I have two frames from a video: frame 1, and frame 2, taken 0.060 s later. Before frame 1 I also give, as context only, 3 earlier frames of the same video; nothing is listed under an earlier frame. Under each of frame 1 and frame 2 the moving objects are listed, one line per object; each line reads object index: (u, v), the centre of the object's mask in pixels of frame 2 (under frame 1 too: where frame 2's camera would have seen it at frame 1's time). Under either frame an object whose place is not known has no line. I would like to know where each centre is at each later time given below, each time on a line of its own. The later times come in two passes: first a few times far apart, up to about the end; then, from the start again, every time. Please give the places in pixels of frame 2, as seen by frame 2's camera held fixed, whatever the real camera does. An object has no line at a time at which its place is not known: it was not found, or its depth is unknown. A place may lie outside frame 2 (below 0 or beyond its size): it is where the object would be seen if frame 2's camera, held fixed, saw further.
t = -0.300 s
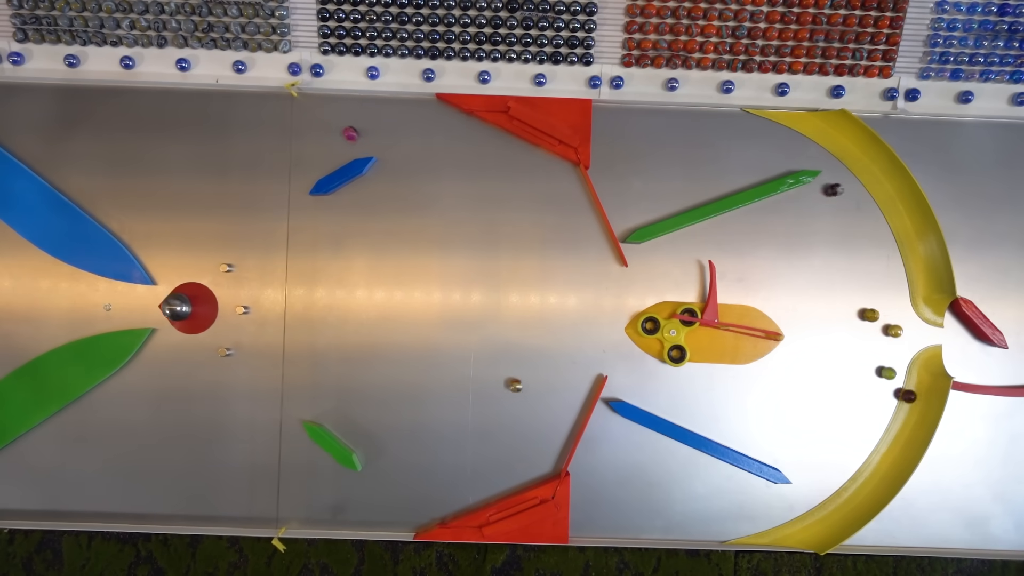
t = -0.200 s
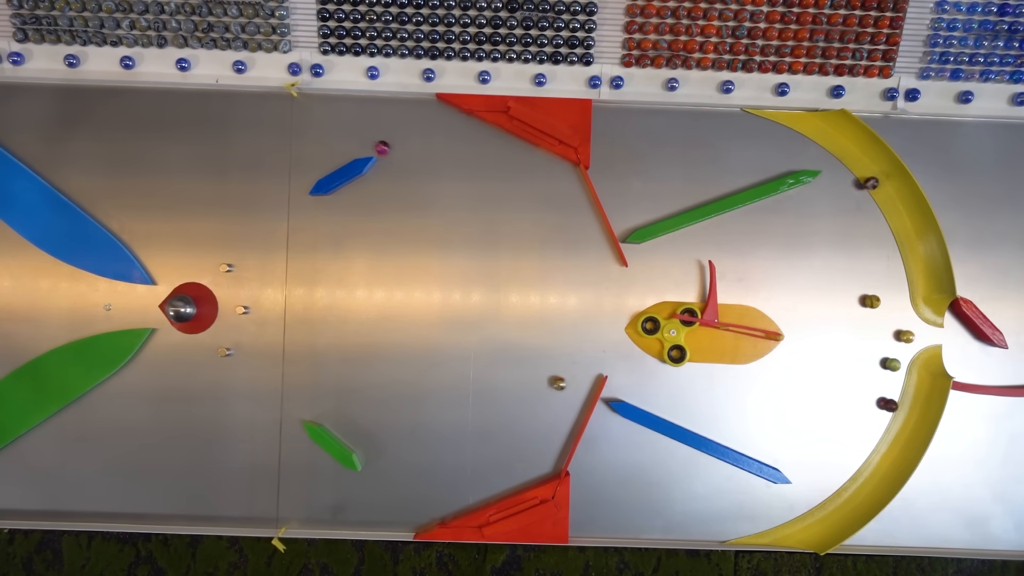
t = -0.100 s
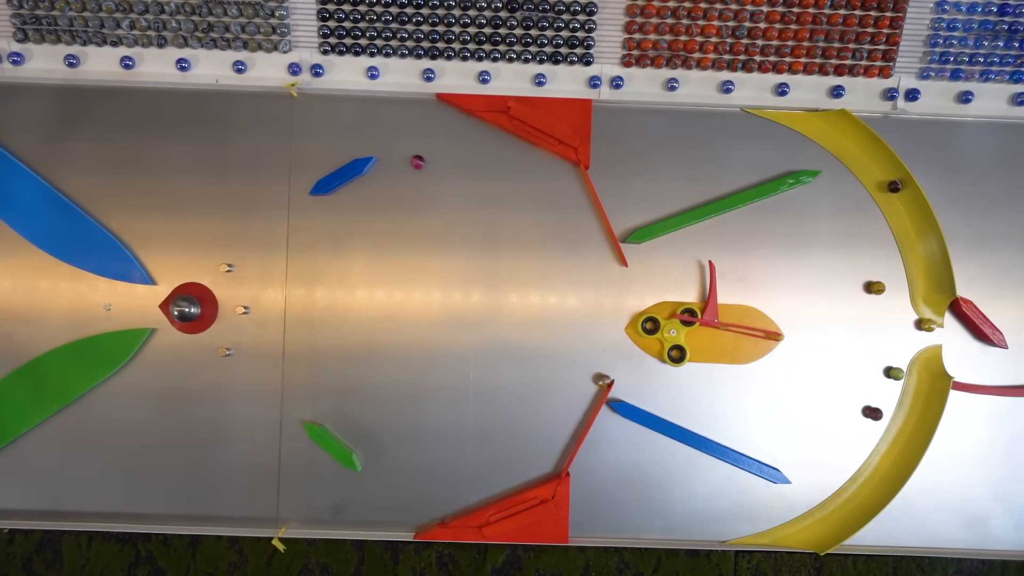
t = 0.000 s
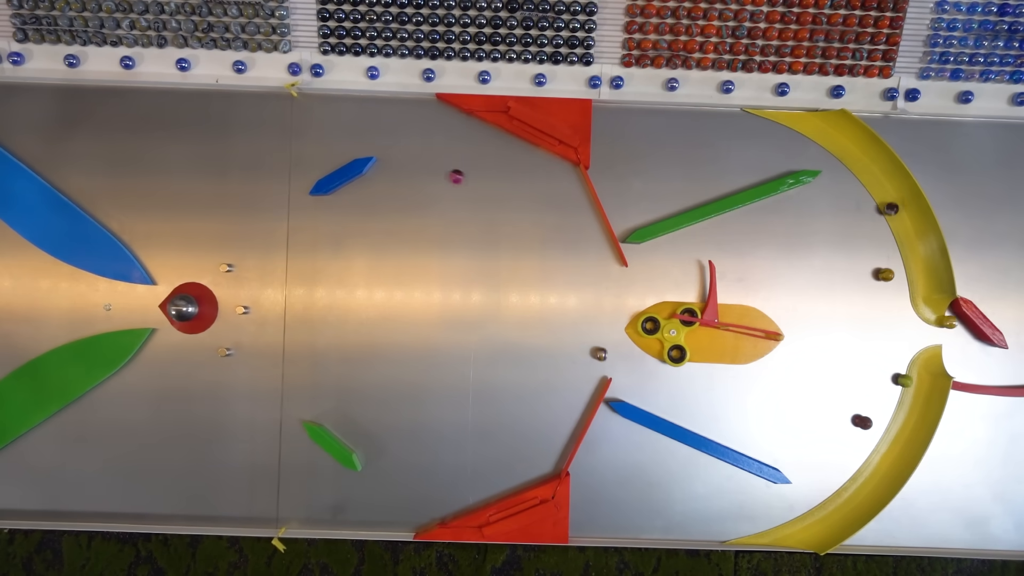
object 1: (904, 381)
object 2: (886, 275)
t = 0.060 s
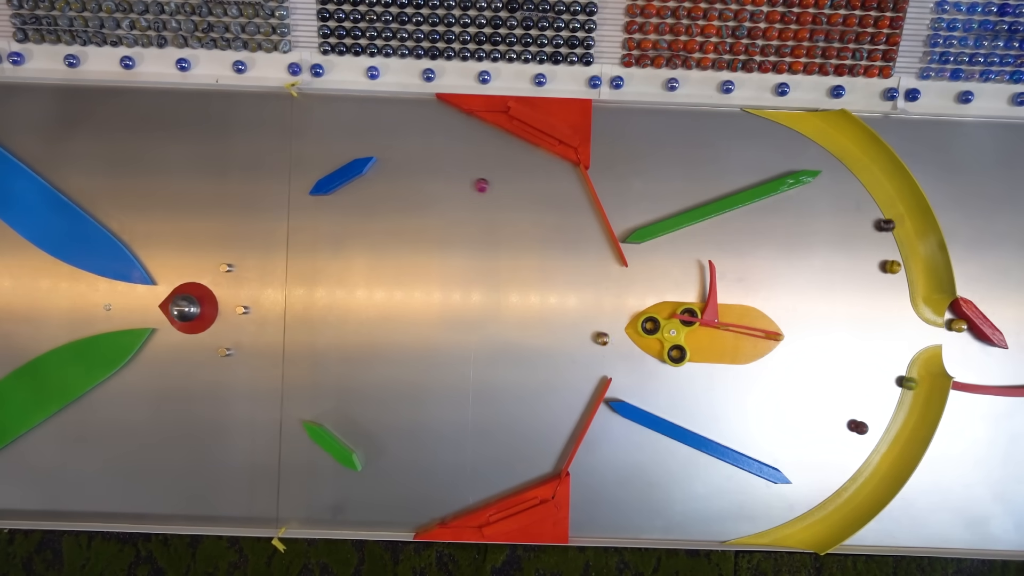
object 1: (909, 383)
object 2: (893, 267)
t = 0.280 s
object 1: (911, 383)
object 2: (915, 245)
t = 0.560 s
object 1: (899, 366)
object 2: (884, 246)
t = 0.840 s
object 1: (913, 347)
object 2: (875, 250)
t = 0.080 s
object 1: (910, 384)
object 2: (895, 264)
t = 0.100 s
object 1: (911, 384)
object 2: (897, 262)
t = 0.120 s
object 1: (912, 385)
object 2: (901, 259)
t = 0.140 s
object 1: (913, 385)
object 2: (904, 256)
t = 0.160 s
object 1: (913, 385)
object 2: (907, 255)
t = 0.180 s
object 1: (913, 385)
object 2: (908, 253)
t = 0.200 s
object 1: (913, 385)
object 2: (909, 250)
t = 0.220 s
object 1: (913, 385)
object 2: (911, 249)
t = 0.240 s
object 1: (913, 384)
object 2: (913, 247)
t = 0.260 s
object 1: (912, 383)
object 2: (915, 246)
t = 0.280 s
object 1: (911, 383)
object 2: (915, 245)
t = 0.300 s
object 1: (910, 382)
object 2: (915, 245)
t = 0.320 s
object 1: (909, 381)
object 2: (913, 244)
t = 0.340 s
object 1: (908, 380)
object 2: (911, 244)
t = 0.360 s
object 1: (907, 379)
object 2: (908, 245)
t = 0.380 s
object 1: (906, 378)
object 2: (905, 245)
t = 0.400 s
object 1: (905, 377)
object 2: (903, 244)
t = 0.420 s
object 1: (904, 376)
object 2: (901, 244)
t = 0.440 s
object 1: (903, 375)
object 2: (898, 244)
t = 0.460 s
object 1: (901, 373)
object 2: (894, 245)
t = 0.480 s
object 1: (901, 371)
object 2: (892, 245)
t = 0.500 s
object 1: (900, 370)
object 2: (890, 245)
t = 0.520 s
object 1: (901, 369)
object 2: (888, 246)
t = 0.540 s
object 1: (900, 368)
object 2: (886, 246)
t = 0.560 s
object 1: (899, 366)
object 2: (884, 246)
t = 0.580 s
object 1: (900, 365)
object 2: (882, 246)
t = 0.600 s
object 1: (899, 364)
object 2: (881, 246)
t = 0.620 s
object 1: (900, 362)
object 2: (879, 247)
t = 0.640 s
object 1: (901, 361)
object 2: (878, 247)
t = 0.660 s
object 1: (902, 359)
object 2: (877, 247)
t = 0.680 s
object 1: (901, 358)
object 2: (876, 247)
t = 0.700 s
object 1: (902, 357)
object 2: (875, 248)
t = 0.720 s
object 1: (904, 355)
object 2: (875, 248)
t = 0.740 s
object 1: (905, 354)
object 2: (874, 248)
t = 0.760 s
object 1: (906, 352)
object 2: (874, 248)
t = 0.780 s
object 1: (908, 351)
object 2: (874, 249)
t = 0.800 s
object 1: (909, 350)
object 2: (874, 249)
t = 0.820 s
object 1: (911, 348)
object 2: (874, 250)
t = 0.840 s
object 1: (913, 347)
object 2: (875, 250)
